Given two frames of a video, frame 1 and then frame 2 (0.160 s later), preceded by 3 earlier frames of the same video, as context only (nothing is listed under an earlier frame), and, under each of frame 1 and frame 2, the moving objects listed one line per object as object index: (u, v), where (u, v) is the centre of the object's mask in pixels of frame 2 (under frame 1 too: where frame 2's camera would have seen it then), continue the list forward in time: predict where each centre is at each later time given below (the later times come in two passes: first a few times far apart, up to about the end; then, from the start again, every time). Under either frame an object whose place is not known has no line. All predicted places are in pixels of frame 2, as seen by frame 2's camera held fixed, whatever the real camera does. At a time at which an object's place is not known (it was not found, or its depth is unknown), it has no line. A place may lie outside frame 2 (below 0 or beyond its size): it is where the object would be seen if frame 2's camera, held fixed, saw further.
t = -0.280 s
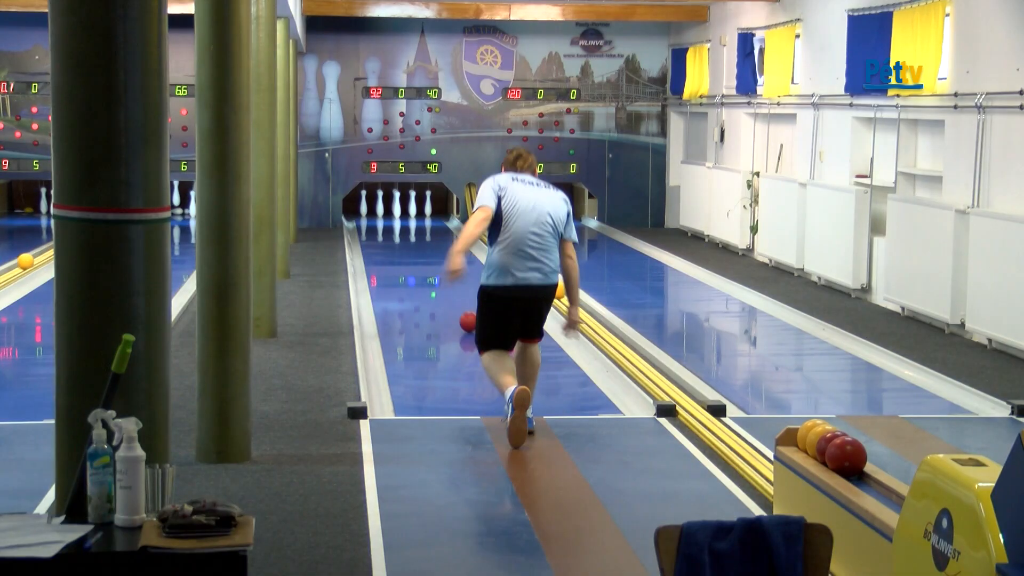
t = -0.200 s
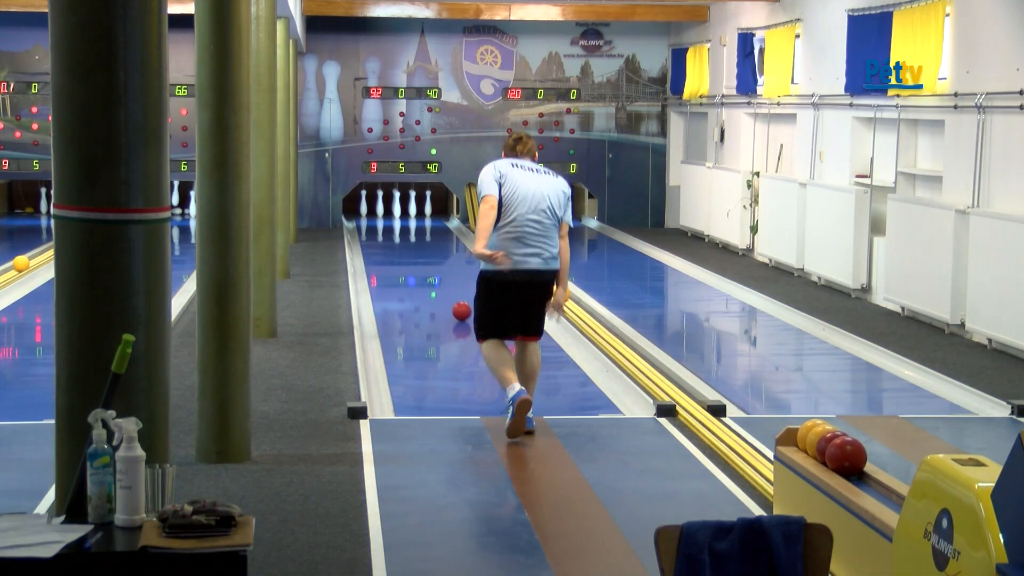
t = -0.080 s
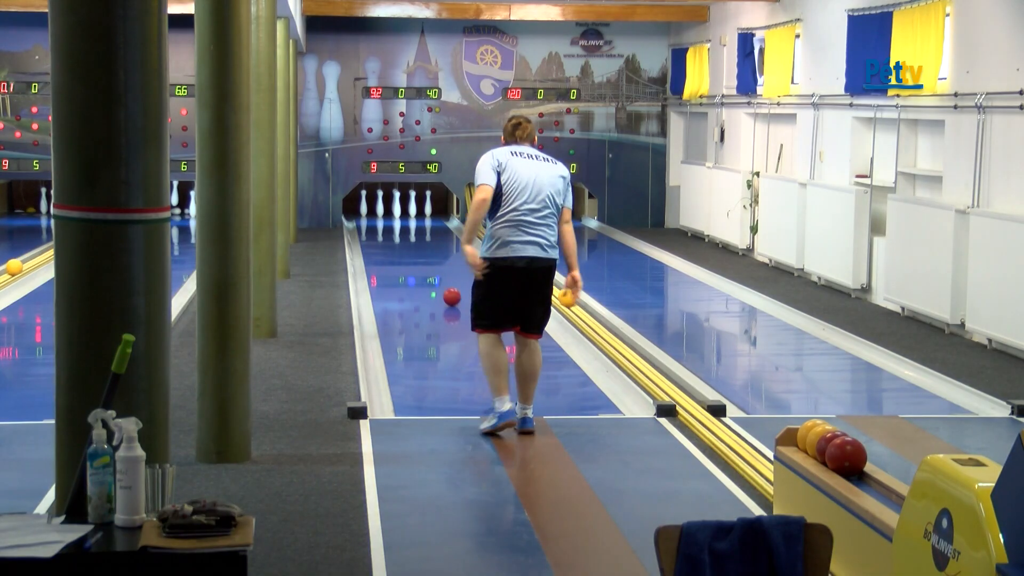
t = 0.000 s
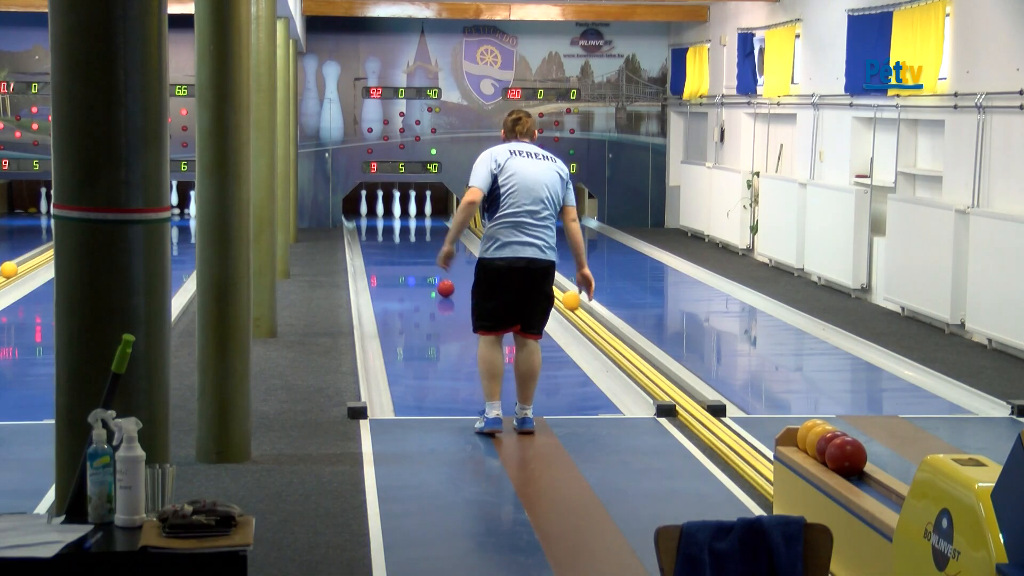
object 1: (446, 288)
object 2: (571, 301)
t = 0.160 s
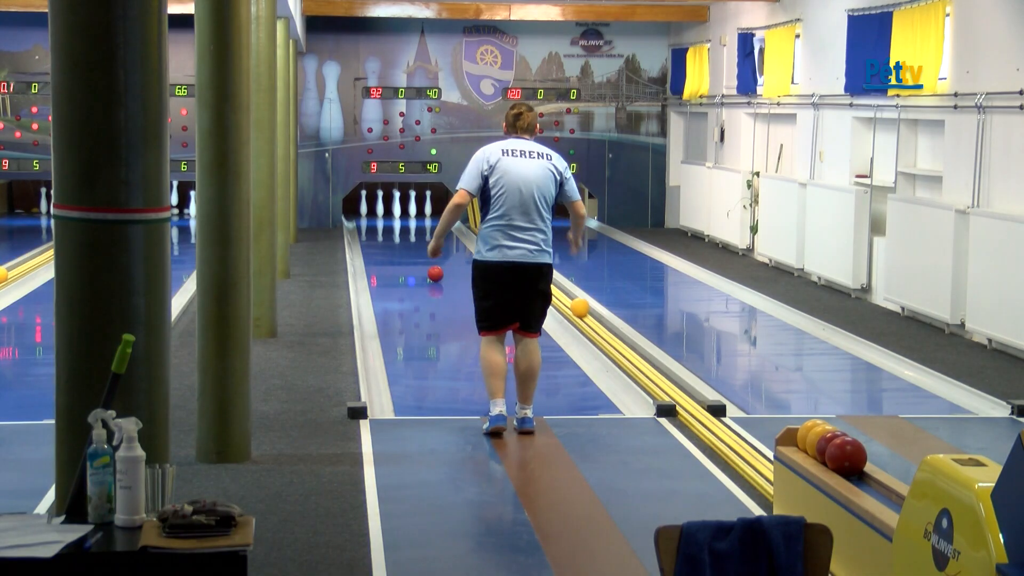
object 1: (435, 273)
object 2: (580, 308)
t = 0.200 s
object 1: (433, 270)
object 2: (582, 309)
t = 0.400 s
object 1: (422, 256)
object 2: (593, 319)
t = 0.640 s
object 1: (412, 242)
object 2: (608, 332)
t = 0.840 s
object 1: (405, 232)
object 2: (623, 343)
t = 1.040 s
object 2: (638, 356)
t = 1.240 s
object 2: (655, 371)
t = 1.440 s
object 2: (674, 386)
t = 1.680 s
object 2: (700, 407)
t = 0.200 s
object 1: (433, 270)
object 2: (582, 309)
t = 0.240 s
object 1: (430, 267)
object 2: (584, 311)
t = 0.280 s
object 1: (428, 264)
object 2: (586, 313)
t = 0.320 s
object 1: (426, 262)
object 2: (589, 315)
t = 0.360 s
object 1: (424, 259)
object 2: (591, 317)
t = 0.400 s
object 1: (422, 256)
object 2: (593, 319)
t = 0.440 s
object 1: (420, 253)
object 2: (596, 321)
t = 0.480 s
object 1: (418, 251)
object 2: (598, 323)
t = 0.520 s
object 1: (417, 249)
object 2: (601, 325)
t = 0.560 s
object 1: (415, 246)
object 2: (603, 327)
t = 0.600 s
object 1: (413, 244)
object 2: (606, 330)
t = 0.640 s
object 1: (412, 242)
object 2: (608, 332)
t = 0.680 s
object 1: (410, 240)
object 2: (611, 334)
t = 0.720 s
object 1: (408, 238)
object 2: (614, 336)
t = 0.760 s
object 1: (407, 236)
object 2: (617, 339)
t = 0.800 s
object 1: (406, 234)
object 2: (620, 341)
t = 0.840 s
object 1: (405, 232)
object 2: (623, 343)
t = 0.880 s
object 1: (403, 231)
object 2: (626, 346)
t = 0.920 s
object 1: (402, 229)
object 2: (629, 348)
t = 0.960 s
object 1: (401, 227)
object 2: (632, 351)
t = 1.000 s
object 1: (399, 226)
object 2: (635, 354)
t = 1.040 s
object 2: (638, 356)
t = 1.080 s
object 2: (642, 359)
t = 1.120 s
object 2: (645, 362)
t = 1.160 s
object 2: (648, 365)
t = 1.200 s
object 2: (652, 368)
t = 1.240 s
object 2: (655, 371)
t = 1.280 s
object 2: (659, 374)
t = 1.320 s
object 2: (663, 376)
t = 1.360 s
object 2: (666, 380)
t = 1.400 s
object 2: (670, 383)
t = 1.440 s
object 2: (674, 386)
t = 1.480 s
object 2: (678, 389)
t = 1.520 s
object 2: (682, 393)
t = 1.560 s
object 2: (687, 396)
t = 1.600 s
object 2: (691, 400)
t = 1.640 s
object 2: (696, 403)
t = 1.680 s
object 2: (700, 407)
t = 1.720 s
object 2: (705, 411)
